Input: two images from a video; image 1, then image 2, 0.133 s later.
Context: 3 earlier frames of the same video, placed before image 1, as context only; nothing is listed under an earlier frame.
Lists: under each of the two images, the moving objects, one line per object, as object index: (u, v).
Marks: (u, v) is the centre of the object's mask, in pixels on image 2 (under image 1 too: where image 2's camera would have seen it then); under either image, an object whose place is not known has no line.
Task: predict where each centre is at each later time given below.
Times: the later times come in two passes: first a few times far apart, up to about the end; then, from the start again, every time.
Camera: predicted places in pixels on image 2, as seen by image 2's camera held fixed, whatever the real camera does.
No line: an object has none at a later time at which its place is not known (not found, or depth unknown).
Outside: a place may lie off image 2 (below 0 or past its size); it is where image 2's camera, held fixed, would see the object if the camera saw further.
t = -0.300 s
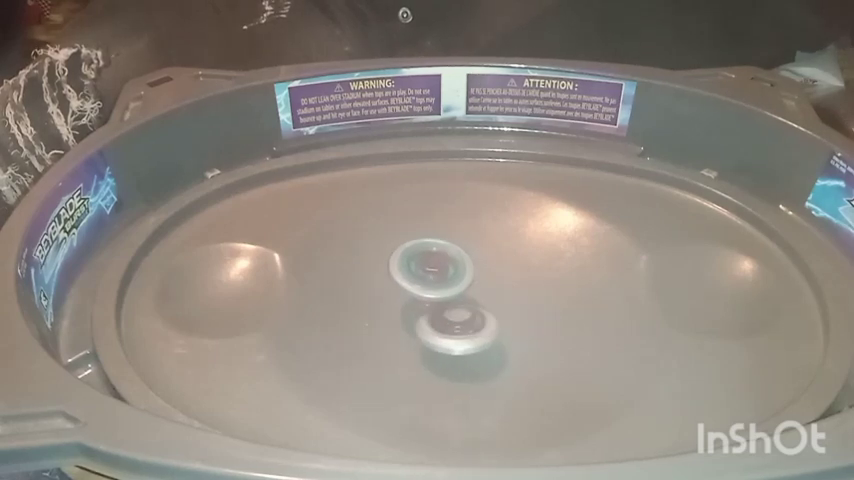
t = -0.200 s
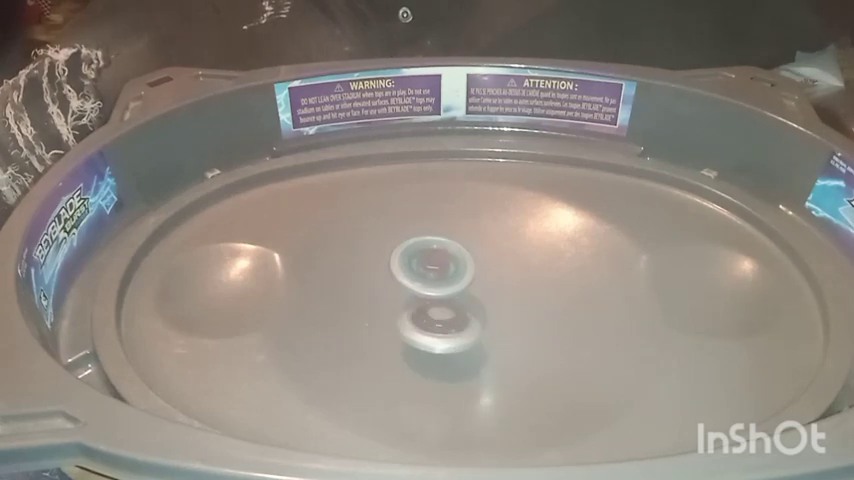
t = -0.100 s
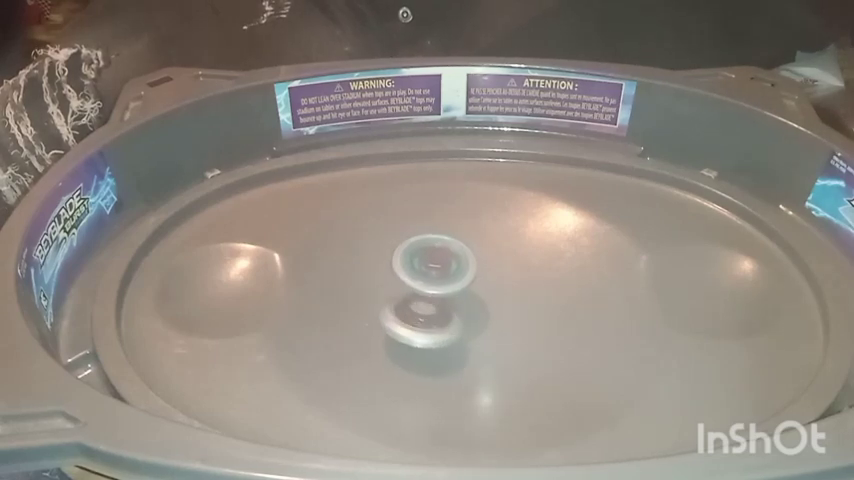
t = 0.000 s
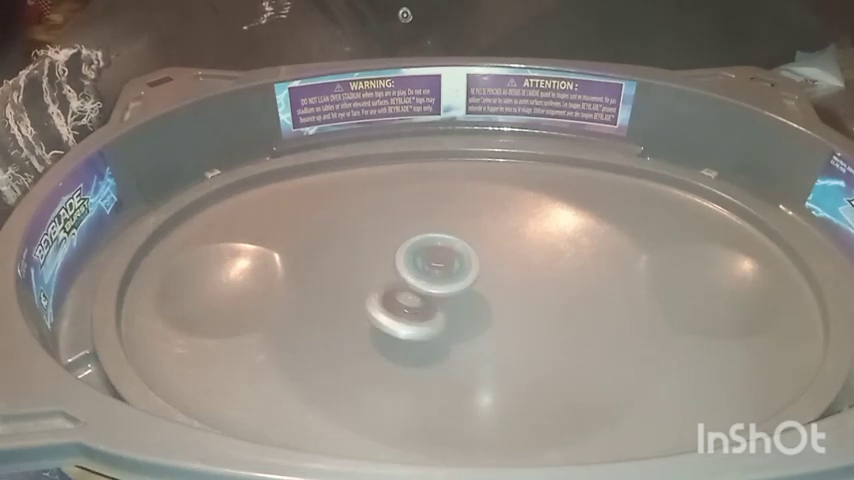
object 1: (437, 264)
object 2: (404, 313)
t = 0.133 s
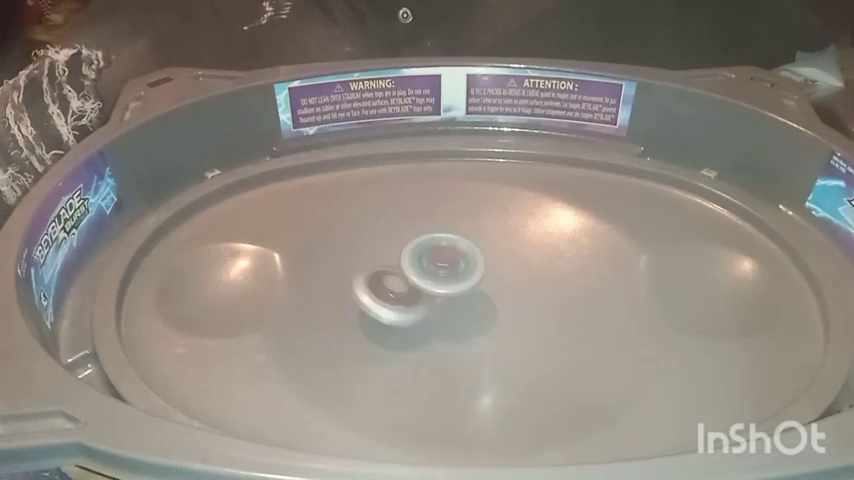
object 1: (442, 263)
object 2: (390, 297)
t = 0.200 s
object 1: (445, 264)
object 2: (384, 288)
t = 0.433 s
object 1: (451, 266)
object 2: (384, 259)
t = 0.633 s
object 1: (453, 270)
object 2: (403, 241)
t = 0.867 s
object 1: (449, 272)
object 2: (448, 233)
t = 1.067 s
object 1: (440, 277)
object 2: (488, 259)
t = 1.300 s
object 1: (438, 276)
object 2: (500, 296)
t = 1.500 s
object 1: (431, 268)
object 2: (488, 317)
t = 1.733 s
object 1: (430, 265)
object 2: (453, 326)
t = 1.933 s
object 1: (440, 262)
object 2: (422, 319)
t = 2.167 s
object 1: (447, 261)
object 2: (391, 293)
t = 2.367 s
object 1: (453, 263)
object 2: (384, 267)
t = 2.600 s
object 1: (456, 271)
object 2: (402, 243)
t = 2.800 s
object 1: (451, 274)
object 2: (435, 234)
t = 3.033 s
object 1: (437, 276)
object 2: (483, 260)
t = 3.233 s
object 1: (431, 275)
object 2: (492, 295)
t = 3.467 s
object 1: (428, 266)
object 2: (479, 319)
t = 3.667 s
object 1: (428, 262)
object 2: (451, 324)
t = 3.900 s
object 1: (443, 263)
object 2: (416, 314)
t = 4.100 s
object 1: (454, 260)
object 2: (393, 288)
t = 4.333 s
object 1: (453, 266)
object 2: (388, 259)
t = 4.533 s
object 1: (453, 276)
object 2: (408, 241)
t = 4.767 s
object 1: (447, 277)
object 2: (452, 238)
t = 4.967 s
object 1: (434, 278)
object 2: (488, 273)
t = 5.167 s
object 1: (428, 273)
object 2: (488, 304)
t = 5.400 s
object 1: (426, 263)
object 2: (469, 322)
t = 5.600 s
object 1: (431, 260)
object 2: (439, 321)
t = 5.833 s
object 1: (448, 257)
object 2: (404, 302)
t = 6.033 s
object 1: (453, 259)
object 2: (392, 276)
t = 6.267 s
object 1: (456, 272)
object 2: (401, 248)
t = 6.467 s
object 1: (454, 281)
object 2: (433, 239)
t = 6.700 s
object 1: (436, 283)
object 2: (483, 260)
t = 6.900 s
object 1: (429, 281)
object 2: (493, 293)
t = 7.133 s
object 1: (427, 265)
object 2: (468, 315)
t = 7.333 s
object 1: (430, 255)
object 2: (435, 314)
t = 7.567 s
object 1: (442, 257)
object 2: (399, 296)
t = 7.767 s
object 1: (454, 267)
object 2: (389, 271)
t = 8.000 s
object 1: (458, 277)
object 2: (408, 249)
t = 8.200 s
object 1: (448, 281)
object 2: (451, 243)
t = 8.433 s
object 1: (429, 278)
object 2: (488, 281)
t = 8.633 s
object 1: (422, 271)
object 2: (480, 305)
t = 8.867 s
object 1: (428, 259)
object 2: (446, 314)
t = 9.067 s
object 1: (440, 257)
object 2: (414, 306)
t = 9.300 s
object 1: (456, 262)
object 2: (393, 278)
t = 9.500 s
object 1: (460, 272)
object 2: (401, 256)
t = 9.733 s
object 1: (448, 279)
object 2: (443, 241)
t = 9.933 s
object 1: (433, 279)
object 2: (484, 274)
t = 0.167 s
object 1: (444, 264)
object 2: (387, 292)
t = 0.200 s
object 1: (445, 264)
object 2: (384, 288)
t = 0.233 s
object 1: (446, 264)
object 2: (382, 283)
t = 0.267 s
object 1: (447, 264)
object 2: (382, 280)
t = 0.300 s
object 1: (448, 264)
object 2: (381, 276)
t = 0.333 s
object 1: (449, 265)
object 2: (382, 271)
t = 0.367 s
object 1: (450, 265)
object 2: (382, 267)
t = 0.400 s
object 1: (450, 265)
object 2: (383, 263)
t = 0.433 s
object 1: (451, 266)
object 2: (384, 259)
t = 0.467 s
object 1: (451, 267)
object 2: (386, 256)
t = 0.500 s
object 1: (452, 268)
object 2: (388, 252)
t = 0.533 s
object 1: (453, 268)
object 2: (391, 249)
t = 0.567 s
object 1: (453, 269)
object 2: (394, 247)
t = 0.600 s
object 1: (453, 270)
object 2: (399, 243)
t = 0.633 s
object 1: (453, 270)
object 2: (403, 241)
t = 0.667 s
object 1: (453, 271)
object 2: (407, 238)
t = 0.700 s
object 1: (453, 271)
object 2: (414, 236)
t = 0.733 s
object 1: (452, 271)
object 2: (420, 234)
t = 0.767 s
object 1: (451, 272)
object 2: (426, 233)
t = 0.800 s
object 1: (451, 272)
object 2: (433, 232)
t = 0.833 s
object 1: (450, 272)
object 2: (440, 232)
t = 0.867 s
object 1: (449, 272)
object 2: (448, 233)
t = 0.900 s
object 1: (447, 273)
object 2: (455, 235)
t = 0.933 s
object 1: (446, 273)
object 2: (464, 238)
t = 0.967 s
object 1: (445, 274)
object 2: (471, 242)
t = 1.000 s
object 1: (443, 275)
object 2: (477, 248)
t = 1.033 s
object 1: (441, 276)
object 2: (483, 253)
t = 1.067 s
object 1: (440, 277)
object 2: (488, 259)
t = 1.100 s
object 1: (439, 277)
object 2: (492, 264)
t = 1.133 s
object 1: (439, 278)
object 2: (494, 270)
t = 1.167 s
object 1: (438, 278)
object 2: (497, 275)
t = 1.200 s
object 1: (438, 278)
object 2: (499, 282)
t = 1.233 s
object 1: (438, 278)
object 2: (500, 286)
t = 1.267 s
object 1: (438, 277)
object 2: (501, 291)
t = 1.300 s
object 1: (438, 276)
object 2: (500, 296)
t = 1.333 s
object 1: (437, 275)
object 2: (499, 300)
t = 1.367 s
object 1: (436, 273)
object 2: (498, 304)
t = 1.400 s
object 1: (435, 272)
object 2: (496, 307)
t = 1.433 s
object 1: (433, 271)
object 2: (494, 310)
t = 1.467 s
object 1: (432, 270)
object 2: (490, 313)
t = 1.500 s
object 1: (431, 268)
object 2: (488, 317)
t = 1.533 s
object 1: (429, 268)
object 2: (484, 319)
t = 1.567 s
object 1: (428, 267)
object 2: (479, 321)
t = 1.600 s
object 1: (428, 266)
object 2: (474, 325)
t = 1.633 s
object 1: (428, 266)
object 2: (469, 325)
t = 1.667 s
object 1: (428, 265)
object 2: (463, 325)
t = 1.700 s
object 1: (429, 265)
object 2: (458, 326)
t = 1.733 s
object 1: (430, 265)
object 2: (453, 326)
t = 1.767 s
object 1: (431, 265)
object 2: (449, 325)
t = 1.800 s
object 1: (433, 265)
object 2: (443, 326)
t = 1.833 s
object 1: (435, 264)
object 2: (437, 324)
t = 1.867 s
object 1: (436, 263)
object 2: (432, 323)
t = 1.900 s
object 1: (438, 262)
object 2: (427, 321)
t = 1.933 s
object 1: (440, 262)
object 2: (422, 319)
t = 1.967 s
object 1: (441, 261)
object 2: (417, 317)
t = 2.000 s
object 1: (442, 260)
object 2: (411, 313)
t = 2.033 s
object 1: (442, 260)
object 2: (408, 309)
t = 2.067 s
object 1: (443, 260)
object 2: (404, 305)
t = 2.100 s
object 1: (443, 261)
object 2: (399, 301)
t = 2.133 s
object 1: (445, 260)
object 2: (395, 297)
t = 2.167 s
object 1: (447, 261)
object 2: (391, 293)
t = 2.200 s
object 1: (448, 260)
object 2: (388, 288)
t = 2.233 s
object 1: (450, 260)
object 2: (387, 283)
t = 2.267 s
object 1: (451, 261)
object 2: (385, 279)
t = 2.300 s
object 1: (451, 261)
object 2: (384, 274)
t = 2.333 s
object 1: (452, 262)
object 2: (384, 269)
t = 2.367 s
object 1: (453, 263)
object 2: (384, 267)
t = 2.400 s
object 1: (453, 264)
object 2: (385, 263)
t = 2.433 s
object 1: (454, 266)
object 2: (387, 259)
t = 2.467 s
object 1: (454, 267)
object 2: (388, 256)
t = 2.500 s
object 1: (455, 268)
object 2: (391, 253)
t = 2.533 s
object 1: (456, 269)
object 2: (394, 249)
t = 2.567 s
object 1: (456, 270)
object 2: (397, 246)
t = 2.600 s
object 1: (456, 271)
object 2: (402, 243)
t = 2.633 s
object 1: (456, 272)
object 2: (405, 242)
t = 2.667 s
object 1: (456, 273)
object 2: (410, 239)
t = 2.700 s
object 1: (455, 273)
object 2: (417, 237)
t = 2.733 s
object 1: (454, 274)
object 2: (422, 235)
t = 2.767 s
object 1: (453, 274)
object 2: (427, 234)
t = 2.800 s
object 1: (451, 274)
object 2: (435, 234)
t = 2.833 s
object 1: (449, 275)
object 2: (443, 234)
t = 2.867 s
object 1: (447, 275)
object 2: (449, 235)
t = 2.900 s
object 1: (445, 275)
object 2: (457, 237)
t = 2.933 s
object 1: (443, 276)
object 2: (465, 241)
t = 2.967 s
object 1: (441, 276)
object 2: (471, 246)
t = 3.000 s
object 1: (438, 276)
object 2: (478, 253)
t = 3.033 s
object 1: (437, 276)
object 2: (483, 260)
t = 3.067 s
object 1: (435, 276)
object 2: (486, 266)
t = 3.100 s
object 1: (433, 276)
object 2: (489, 273)
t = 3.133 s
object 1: (432, 276)
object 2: (490, 280)
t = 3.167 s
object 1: (431, 276)
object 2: (491, 285)
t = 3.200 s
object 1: (431, 276)
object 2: (492, 290)
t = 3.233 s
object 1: (431, 275)
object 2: (492, 295)
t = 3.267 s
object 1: (431, 274)
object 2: (491, 300)
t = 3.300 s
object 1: (431, 273)
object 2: (490, 304)
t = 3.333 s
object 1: (430, 272)
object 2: (489, 306)
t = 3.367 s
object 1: (430, 270)
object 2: (488, 310)
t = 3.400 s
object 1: (429, 269)
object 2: (485, 314)
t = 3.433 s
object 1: (428, 267)
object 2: (482, 316)
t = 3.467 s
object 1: (428, 266)
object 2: (479, 319)
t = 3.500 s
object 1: (427, 264)
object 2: (475, 321)
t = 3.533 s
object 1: (427, 264)
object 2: (470, 324)
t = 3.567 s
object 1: (426, 263)
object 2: (466, 324)
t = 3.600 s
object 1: (427, 262)
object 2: (460, 324)
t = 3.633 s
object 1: (427, 262)
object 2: (455, 324)
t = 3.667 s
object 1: (428, 262)
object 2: (451, 324)
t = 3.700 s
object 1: (430, 263)
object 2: (447, 324)
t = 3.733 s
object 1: (431, 263)
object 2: (441, 324)
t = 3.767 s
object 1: (434, 263)
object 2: (436, 323)
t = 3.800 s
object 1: (436, 263)
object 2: (431, 321)
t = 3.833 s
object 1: (438, 263)
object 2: (426, 320)
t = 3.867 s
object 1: (441, 262)
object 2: (421, 317)
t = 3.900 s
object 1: (443, 263)
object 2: (416, 314)
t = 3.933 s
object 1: (445, 263)
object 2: (412, 311)
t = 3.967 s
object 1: (446, 262)
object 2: (408, 307)
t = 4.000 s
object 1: (448, 262)
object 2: (405, 303)
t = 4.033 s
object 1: (450, 262)
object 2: (399, 298)
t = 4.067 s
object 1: (452, 261)
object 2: (396, 293)
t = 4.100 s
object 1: (454, 260)
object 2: (393, 288)
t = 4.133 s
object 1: (454, 260)
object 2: (391, 283)
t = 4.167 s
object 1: (454, 260)
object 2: (389, 279)
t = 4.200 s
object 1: (454, 260)
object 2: (388, 274)
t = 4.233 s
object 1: (454, 262)
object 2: (387, 270)
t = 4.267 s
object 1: (453, 263)
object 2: (387, 267)
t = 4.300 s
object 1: (453, 264)
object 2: (387, 263)
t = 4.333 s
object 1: (453, 266)
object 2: (388, 259)
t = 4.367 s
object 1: (452, 268)
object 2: (389, 255)
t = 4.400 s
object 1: (452, 270)
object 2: (393, 251)
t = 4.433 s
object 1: (453, 271)
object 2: (395, 249)
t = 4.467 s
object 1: (453, 273)
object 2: (398, 246)
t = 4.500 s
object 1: (453, 274)
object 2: (403, 243)
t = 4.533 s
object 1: (453, 276)
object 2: (408, 241)
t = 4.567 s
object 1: (453, 276)
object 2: (414, 240)
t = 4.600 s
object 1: (452, 277)
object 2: (420, 238)
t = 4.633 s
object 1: (452, 277)
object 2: (425, 237)
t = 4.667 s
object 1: (451, 278)
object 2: (432, 237)
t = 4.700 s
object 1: (450, 278)
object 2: (439, 236)
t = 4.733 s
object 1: (448, 278)
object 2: (445, 237)
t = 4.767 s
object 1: (447, 277)
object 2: (452, 238)
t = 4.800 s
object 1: (444, 277)
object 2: (460, 242)
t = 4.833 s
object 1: (441, 278)
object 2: (468, 246)
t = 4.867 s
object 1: (439, 278)
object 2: (475, 252)
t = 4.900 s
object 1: (438, 278)
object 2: (481, 258)
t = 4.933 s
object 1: (436, 278)
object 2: (485, 266)
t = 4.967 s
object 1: (434, 278)
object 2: (488, 273)
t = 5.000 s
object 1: (432, 277)
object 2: (489, 280)
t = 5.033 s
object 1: (431, 276)
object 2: (490, 285)
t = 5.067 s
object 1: (430, 276)
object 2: (491, 291)
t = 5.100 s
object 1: (429, 275)
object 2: (490, 296)
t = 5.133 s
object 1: (429, 274)
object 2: (490, 299)
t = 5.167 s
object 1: (428, 273)
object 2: (488, 304)
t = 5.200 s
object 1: (428, 272)
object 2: (487, 308)
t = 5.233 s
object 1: (428, 270)
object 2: (486, 310)
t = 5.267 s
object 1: (427, 268)
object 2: (483, 313)
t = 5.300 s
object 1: (427, 267)
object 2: (480, 315)
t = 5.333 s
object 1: (427, 265)
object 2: (477, 318)
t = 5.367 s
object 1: (426, 264)
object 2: (473, 321)
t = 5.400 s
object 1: (426, 263)
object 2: (469, 322)
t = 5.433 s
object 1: (426, 261)
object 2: (463, 323)
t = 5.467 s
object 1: (426, 261)
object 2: (458, 323)
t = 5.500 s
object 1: (427, 260)
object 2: (453, 322)
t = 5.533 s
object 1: (428, 260)
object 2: (449, 323)
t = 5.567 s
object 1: (430, 260)
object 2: (444, 322)
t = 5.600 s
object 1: (431, 260)
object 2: (439, 321)
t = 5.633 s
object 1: (433, 260)
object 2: (435, 320)
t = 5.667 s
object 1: (436, 260)
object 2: (430, 318)
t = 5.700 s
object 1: (438, 261)
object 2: (425, 316)
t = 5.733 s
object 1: (440, 261)
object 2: (421, 313)
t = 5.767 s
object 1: (445, 258)
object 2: (414, 311)
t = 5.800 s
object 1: (447, 258)
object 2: (409, 307)
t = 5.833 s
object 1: (448, 257)
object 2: (404, 302)
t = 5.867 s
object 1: (450, 256)
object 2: (401, 299)
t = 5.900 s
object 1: (451, 256)
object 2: (399, 294)
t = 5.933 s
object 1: (452, 256)
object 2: (395, 290)
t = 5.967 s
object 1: (452, 256)
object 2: (394, 285)
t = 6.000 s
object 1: (453, 257)
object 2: (392, 280)
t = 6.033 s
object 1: (453, 259)
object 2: (392, 276)
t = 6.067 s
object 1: (453, 260)
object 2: (390, 271)
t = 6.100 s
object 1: (454, 262)
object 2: (391, 267)
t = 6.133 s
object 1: (454, 265)
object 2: (391, 263)
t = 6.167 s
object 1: (455, 267)
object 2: (393, 259)
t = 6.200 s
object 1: (455, 269)
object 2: (395, 255)
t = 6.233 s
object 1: (455, 271)
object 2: (398, 250)
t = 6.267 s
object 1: (456, 272)
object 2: (401, 248)
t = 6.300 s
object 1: (456, 274)
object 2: (405, 245)
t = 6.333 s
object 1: (456, 276)
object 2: (410, 243)
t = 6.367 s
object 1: (456, 277)
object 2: (416, 241)
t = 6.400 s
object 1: (455, 279)
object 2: (422, 241)
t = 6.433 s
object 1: (454, 280)
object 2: (428, 240)
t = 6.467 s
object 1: (454, 281)
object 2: (433, 239)
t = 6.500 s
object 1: (453, 282)
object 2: (441, 239)
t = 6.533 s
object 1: (452, 282)
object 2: (446, 241)
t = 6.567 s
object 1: (450, 282)
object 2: (454, 242)
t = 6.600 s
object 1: (449, 282)
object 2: (461, 245)
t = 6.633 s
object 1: (446, 282)
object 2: (469, 249)
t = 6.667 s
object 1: (441, 283)
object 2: (478, 255)
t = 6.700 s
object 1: (436, 283)
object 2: (483, 260)
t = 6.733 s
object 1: (435, 284)
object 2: (487, 265)
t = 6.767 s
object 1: (433, 284)
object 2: (490, 271)
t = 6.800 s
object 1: (432, 284)
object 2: (493, 277)
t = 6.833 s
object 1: (431, 283)
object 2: (493, 283)
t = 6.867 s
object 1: (430, 282)
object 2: (493, 288)
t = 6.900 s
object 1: (429, 281)
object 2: (493, 293)
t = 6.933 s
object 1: (429, 279)
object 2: (491, 297)
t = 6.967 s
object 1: (428, 277)
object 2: (490, 302)
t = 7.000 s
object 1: (428, 275)
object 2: (487, 306)
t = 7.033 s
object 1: (428, 273)
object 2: (482, 310)
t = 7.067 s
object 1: (428, 270)
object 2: (479, 311)
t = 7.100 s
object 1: (427, 268)
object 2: (474, 313)
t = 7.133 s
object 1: (427, 265)
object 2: (468, 315)
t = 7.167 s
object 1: (428, 263)
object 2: (462, 316)
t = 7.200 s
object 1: (428, 261)
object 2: (456, 316)
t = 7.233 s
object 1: (428, 259)
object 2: (451, 316)
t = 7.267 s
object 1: (429, 257)
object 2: (447, 315)
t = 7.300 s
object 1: (430, 256)
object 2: (440, 315)
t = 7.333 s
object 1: (430, 255)
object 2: (435, 314)
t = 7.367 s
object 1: (432, 254)
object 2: (429, 313)
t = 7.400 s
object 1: (433, 253)
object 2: (423, 312)
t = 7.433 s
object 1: (435, 253)
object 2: (417, 309)
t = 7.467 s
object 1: (436, 254)
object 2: (411, 307)
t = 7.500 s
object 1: (438, 254)
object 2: (406, 304)
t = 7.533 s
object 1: (440, 256)
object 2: (402, 300)
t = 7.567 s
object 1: (442, 257)
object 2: (399, 296)
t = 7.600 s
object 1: (444, 258)
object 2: (395, 292)
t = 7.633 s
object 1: (446, 260)
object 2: (393, 288)
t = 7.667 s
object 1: (448, 262)
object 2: (389, 283)
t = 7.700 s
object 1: (451, 264)
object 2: (388, 278)
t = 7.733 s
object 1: (452, 265)
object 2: (388, 274)
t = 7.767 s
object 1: (454, 267)
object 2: (389, 271)
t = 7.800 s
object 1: (456, 269)
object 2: (390, 267)
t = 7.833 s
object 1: (457, 271)
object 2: (391, 264)
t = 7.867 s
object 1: (458, 272)
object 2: (393, 261)
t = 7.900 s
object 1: (459, 274)
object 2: (396, 258)
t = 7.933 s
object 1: (459, 275)
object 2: (399, 255)
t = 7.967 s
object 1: (459, 276)
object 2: (404, 252)
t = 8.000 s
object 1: (458, 277)
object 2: (408, 249)
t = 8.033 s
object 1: (457, 278)
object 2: (414, 247)
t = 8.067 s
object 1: (455, 279)
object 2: (421, 245)
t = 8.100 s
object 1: (454, 280)
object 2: (427, 243)
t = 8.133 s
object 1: (452, 281)
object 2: (435, 242)
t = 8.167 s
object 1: (451, 281)
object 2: (442, 242)
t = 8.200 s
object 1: (448, 281)
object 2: (451, 243)
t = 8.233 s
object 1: (446, 281)
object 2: (458, 245)
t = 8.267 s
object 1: (443, 281)
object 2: (468, 249)
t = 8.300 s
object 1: (440, 280)
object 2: (475, 255)
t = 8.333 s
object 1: (438, 280)
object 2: (480, 261)
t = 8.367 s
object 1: (436, 279)
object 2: (485, 268)
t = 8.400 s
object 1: (431, 278)
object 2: (487, 274)
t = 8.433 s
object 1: (429, 278)
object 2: (488, 281)
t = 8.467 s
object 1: (427, 277)
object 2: (488, 286)
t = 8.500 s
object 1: (425, 276)
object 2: (487, 290)
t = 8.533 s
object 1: (424, 275)
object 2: (486, 295)
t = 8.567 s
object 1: (423, 274)
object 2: (485, 298)
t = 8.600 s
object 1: (423, 273)
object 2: (482, 302)
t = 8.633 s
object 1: (422, 271)
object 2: (480, 305)
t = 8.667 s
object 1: (423, 269)
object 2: (476, 308)
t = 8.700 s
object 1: (423, 267)
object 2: (472, 310)
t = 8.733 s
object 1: (423, 265)
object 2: (467, 313)
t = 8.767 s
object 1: (424, 263)
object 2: (462, 314)
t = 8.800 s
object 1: (425, 262)
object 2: (456, 315)
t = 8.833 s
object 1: (426, 260)
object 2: (451, 315)
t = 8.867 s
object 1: (428, 259)
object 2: (446, 314)
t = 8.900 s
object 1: (429, 258)
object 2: (442, 314)
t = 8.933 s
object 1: (431, 257)
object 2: (435, 314)
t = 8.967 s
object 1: (433, 256)
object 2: (431, 312)
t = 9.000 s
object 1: (435, 256)
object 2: (425, 311)
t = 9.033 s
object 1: (438, 256)
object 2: (419, 309)
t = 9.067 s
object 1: (440, 257)
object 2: (414, 306)
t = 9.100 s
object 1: (442, 257)
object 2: (409, 303)
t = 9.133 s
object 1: (446, 257)
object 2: (405, 300)
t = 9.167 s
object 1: (448, 258)
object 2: (401, 296)
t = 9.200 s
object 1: (450, 259)
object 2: (397, 292)
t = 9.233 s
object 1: (453, 259)
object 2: (395, 287)
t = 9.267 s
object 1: (454, 261)
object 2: (393, 282)
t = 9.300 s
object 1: (456, 262)
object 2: (393, 278)
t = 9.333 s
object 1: (457, 263)
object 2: (392, 275)
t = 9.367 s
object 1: (458, 265)
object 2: (393, 272)
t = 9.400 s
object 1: (459, 267)
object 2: (394, 267)
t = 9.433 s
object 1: (460, 268)
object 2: (396, 264)
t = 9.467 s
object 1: (460, 270)
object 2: (398, 259)
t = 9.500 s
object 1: (460, 272)
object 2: (401, 256)
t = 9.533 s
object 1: (459, 273)
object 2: (405, 253)
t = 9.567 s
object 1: (458, 274)
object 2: (409, 250)
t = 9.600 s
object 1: (456, 276)
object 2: (414, 247)
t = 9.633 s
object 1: (455, 277)
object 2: (421, 244)
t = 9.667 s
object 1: (452, 278)
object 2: (427, 242)
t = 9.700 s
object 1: (450, 279)
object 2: (436, 241)
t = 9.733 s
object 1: (448, 279)
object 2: (443, 241)
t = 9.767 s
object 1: (446, 280)
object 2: (451, 243)
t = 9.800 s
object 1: (443, 280)
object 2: (460, 246)
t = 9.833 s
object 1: (440, 281)
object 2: (468, 252)
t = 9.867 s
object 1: (437, 280)
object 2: (476, 258)
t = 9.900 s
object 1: (435, 280)
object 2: (481, 265)
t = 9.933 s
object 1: (433, 279)
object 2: (484, 274)
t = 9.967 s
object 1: (430, 278)
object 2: (485, 281)
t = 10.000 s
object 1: (429, 277)
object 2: (486, 287)
